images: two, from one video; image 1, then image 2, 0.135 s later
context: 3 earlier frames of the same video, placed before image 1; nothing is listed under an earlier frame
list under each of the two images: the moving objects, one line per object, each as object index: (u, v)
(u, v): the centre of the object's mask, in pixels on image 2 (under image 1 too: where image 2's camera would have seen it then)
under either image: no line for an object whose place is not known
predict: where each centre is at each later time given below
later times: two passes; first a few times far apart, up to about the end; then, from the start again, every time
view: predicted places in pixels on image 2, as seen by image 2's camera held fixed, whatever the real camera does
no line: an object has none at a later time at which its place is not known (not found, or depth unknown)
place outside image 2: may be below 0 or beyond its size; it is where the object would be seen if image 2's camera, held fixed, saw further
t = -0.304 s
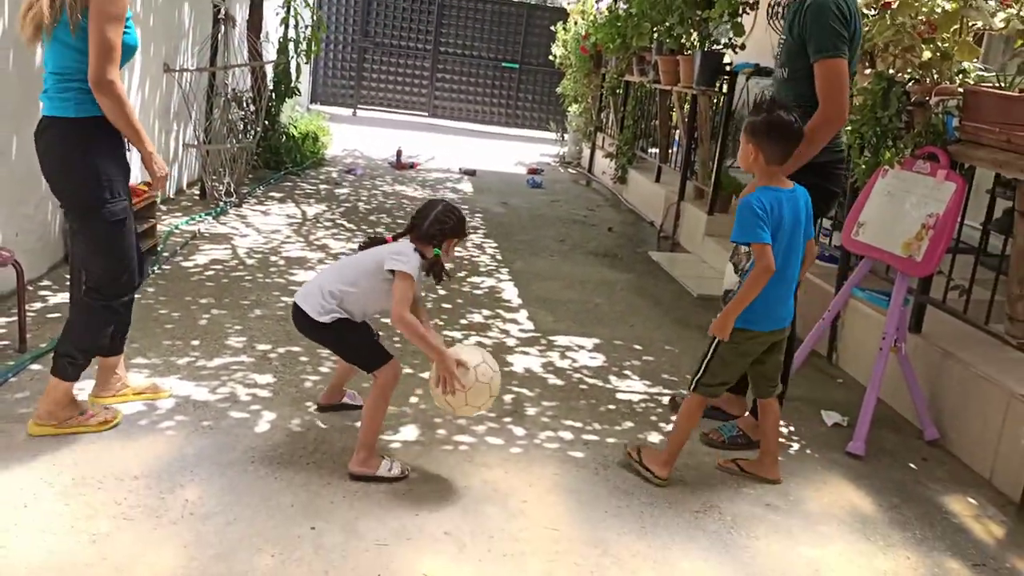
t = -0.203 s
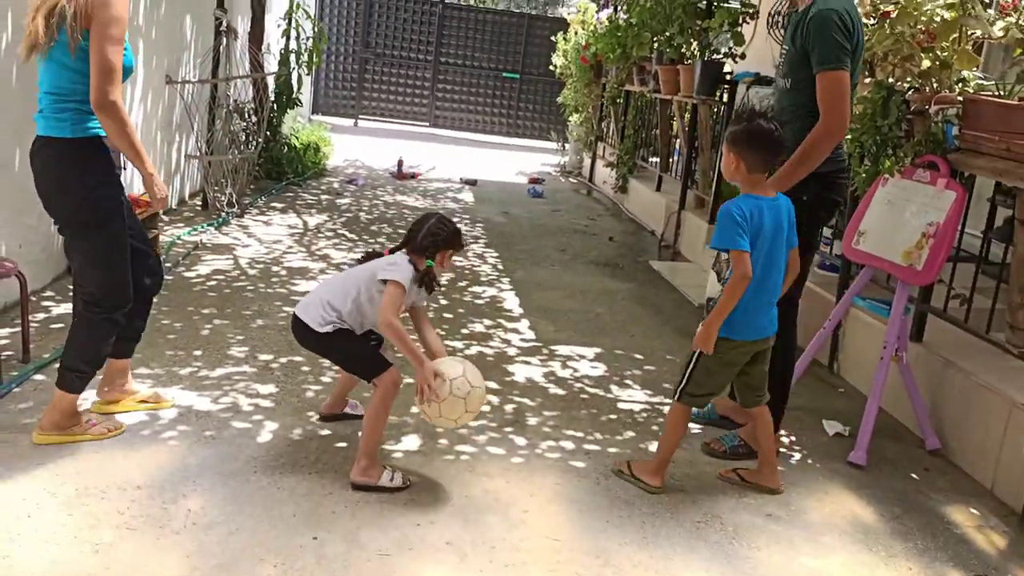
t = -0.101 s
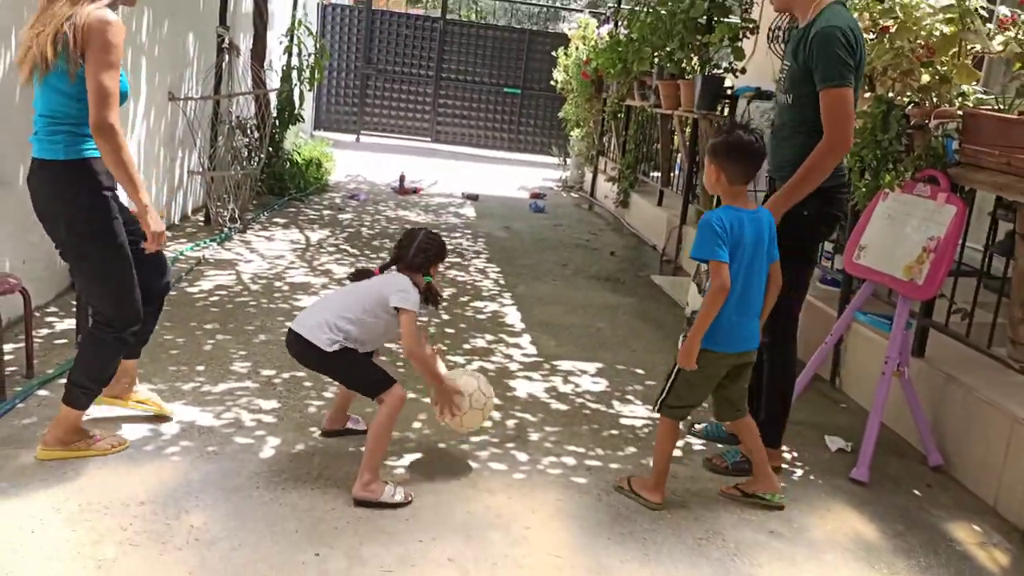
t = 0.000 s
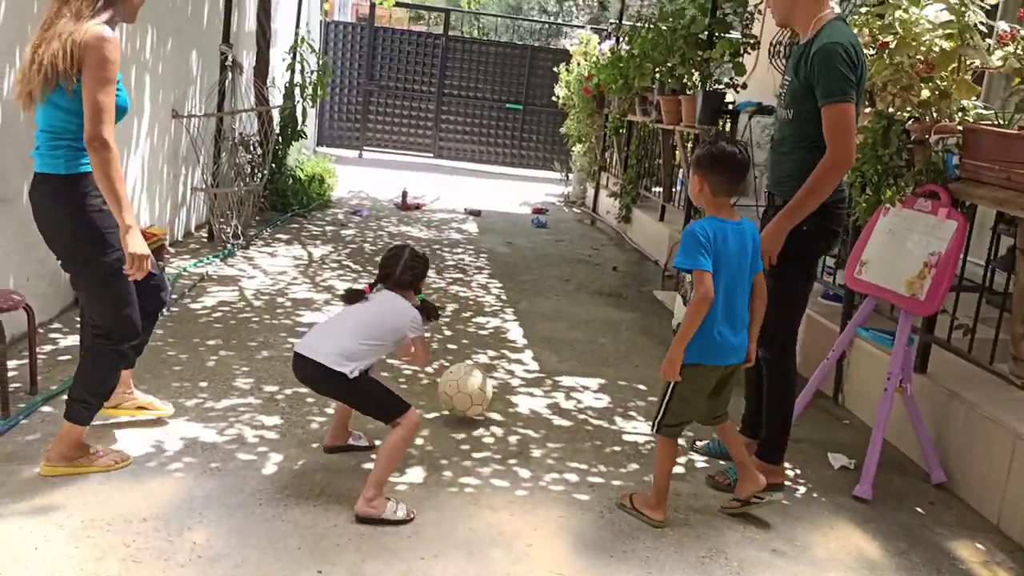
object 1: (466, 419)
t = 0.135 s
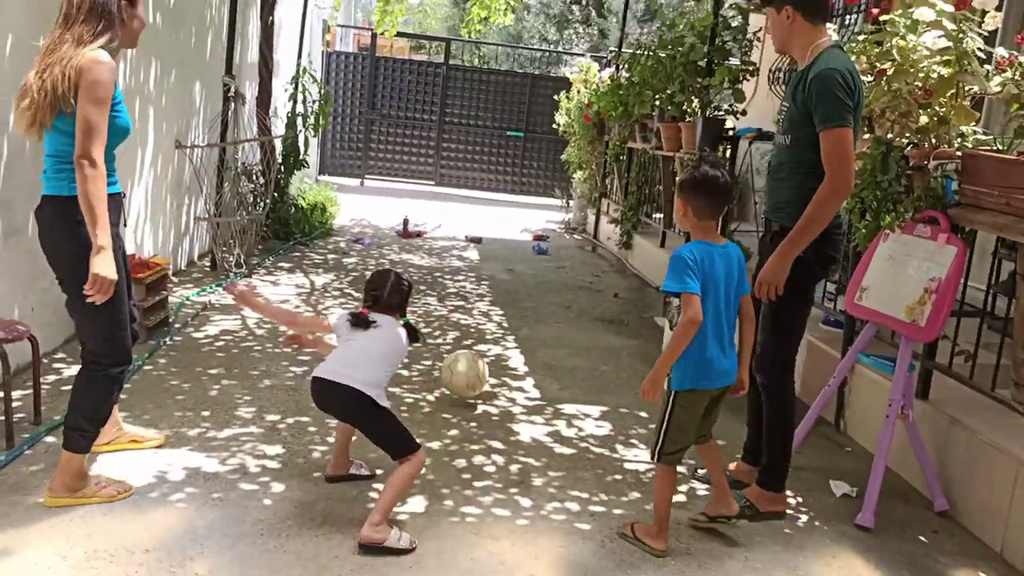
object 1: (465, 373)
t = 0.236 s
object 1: (461, 356)
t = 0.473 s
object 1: (458, 321)
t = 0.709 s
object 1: (456, 292)
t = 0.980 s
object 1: (457, 267)
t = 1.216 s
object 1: (456, 256)
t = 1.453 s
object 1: (455, 243)
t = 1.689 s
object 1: (455, 234)
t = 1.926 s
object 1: (455, 225)
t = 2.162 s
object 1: (455, 217)
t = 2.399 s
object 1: (457, 208)
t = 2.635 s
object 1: (456, 203)
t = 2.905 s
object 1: (458, 195)
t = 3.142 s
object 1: (462, 184)
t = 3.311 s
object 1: (465, 190)
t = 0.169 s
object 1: (463, 365)
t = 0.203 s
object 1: (462, 359)
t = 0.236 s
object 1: (461, 356)
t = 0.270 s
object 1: (461, 354)
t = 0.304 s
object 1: (461, 345)
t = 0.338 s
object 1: (461, 336)
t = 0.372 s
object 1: (460, 328)
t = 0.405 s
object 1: (460, 323)
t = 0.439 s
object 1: (459, 321)
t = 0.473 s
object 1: (458, 321)
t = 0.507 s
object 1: (457, 316)
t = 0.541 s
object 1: (457, 308)
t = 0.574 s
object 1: (458, 300)
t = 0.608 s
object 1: (458, 297)
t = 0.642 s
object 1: (458, 296)
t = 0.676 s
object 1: (457, 295)
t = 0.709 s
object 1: (456, 292)
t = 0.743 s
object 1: (457, 287)
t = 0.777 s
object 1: (457, 281)
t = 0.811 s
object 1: (457, 280)
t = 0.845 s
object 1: (457, 278)
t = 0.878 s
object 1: (457, 278)
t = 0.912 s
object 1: (457, 273)
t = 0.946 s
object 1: (457, 269)
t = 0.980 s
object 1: (457, 267)
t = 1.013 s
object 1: (457, 266)
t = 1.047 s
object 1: (456, 266)
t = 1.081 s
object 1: (455, 263)
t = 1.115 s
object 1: (456, 259)
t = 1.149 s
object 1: (456, 257)
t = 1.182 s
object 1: (456, 256)
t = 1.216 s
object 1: (456, 256)
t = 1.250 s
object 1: (455, 253)
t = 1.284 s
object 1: (456, 251)
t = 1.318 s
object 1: (456, 250)
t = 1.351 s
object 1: (456, 247)
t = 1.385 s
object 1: (456, 245)
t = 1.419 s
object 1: (455, 244)
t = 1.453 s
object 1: (455, 243)
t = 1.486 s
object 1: (456, 241)
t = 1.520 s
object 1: (456, 238)
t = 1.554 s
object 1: (456, 237)
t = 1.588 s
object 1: (456, 236)
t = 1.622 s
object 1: (456, 234)
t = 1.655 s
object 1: (455, 235)
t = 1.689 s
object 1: (455, 234)
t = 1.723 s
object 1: (455, 231)
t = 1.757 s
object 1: (455, 229)
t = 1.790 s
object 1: (455, 227)
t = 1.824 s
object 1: (456, 226)
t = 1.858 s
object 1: (455, 226)
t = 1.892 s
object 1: (454, 226)
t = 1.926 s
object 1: (455, 225)
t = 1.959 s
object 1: (455, 224)
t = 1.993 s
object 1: (455, 223)
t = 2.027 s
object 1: (454, 221)
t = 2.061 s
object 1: (454, 220)
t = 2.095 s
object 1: (455, 219)
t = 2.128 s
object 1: (455, 218)
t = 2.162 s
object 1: (455, 217)
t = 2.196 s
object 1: (456, 215)
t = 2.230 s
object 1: (456, 212)
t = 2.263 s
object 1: (456, 211)
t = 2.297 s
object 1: (456, 210)
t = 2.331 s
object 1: (456, 209)
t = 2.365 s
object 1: (456, 208)
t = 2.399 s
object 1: (457, 208)
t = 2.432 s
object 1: (456, 207)
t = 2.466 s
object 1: (456, 206)
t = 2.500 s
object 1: (457, 205)
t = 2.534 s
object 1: (456, 205)
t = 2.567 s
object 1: (456, 204)
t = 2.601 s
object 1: (456, 203)
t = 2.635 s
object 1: (456, 203)
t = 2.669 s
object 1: (456, 202)
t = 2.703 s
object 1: (457, 200)
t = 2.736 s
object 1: (457, 199)
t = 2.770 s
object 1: (457, 199)
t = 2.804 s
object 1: (457, 198)
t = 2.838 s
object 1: (457, 197)
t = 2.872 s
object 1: (457, 197)
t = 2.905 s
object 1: (458, 195)
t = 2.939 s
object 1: (458, 195)
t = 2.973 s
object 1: (458, 194)
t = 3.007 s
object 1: (458, 194)
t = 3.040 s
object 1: (459, 192)
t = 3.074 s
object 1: (460, 189)
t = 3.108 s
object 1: (461, 185)
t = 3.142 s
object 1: (462, 184)
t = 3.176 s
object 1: (462, 184)
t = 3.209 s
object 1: (463, 184)
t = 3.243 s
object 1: (463, 185)
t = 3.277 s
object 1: (464, 188)
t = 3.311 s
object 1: (465, 190)
